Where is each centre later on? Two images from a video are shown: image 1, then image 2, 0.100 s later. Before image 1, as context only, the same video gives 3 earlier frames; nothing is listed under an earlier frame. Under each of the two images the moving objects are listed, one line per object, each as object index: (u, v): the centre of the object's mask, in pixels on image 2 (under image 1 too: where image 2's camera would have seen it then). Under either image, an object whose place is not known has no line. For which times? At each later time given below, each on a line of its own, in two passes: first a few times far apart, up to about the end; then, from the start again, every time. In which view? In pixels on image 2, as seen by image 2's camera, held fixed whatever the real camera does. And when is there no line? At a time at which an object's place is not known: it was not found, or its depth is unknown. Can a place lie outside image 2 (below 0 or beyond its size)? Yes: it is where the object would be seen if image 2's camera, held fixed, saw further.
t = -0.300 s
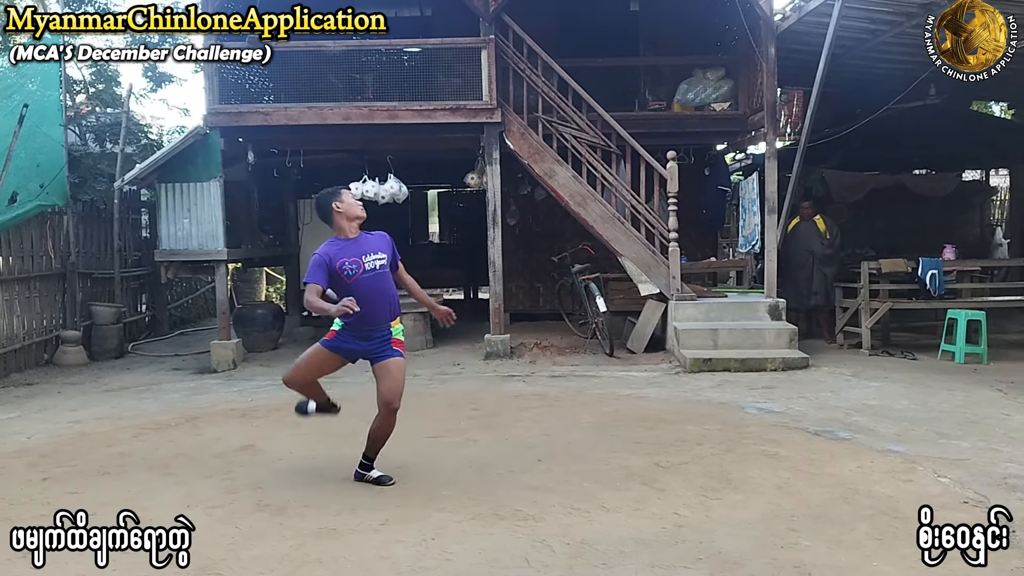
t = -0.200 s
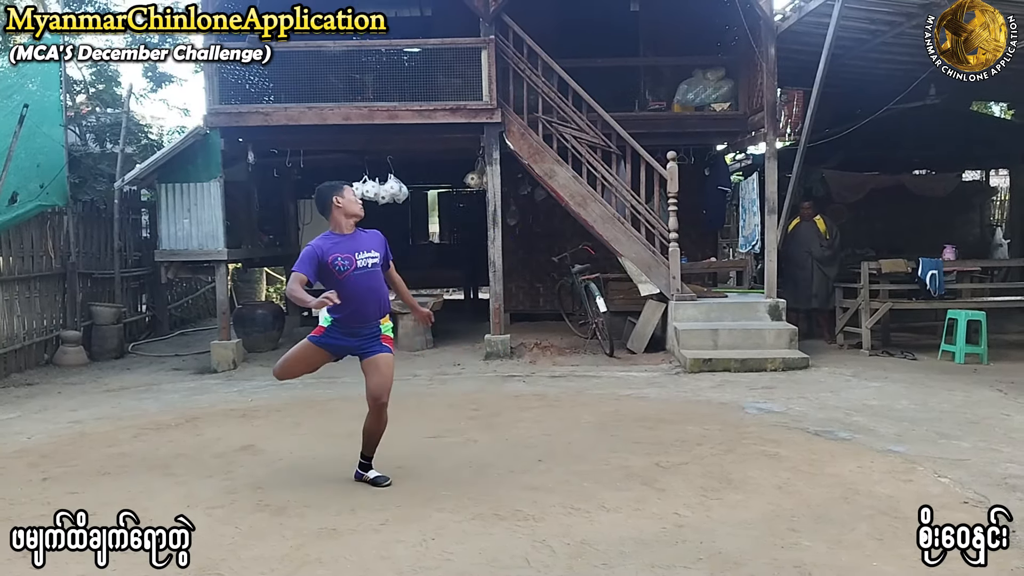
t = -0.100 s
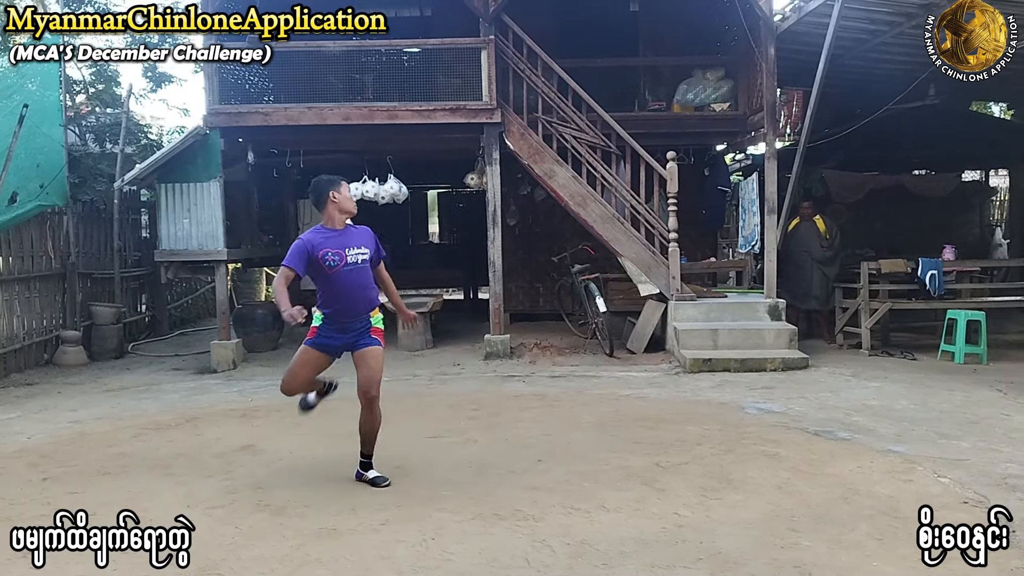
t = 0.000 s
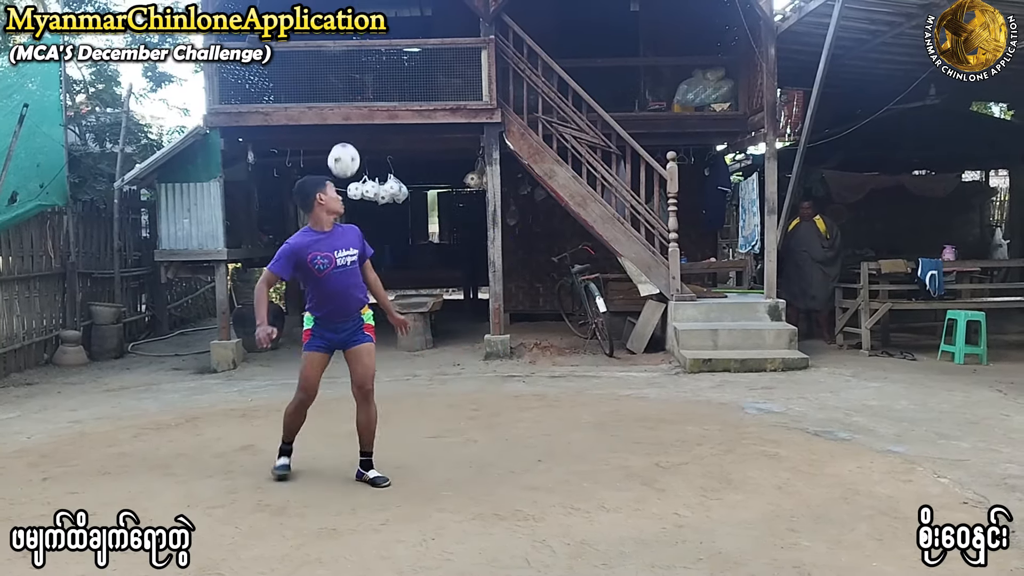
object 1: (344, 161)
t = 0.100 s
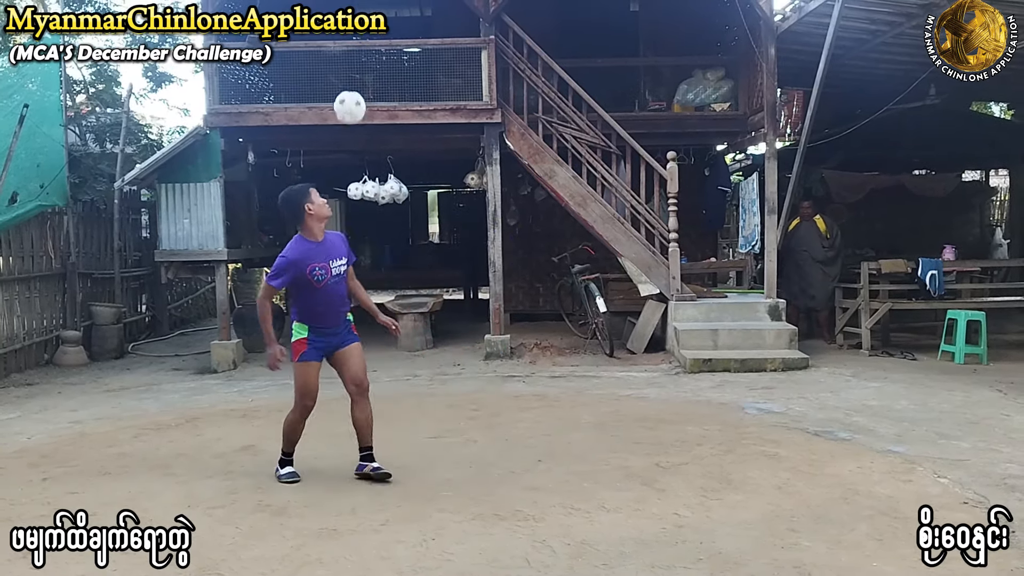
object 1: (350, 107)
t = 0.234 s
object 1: (358, 65)
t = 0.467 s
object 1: (377, 70)
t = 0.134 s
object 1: (352, 93)
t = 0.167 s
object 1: (354, 82)
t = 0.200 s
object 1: (356, 72)
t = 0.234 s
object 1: (358, 65)
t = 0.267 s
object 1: (361, 59)
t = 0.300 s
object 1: (363, 55)
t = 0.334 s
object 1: (366, 54)
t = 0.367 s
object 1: (369, 55)
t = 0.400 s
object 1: (371, 57)
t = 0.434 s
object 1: (374, 62)
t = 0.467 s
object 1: (377, 70)
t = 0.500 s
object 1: (380, 79)
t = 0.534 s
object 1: (383, 90)
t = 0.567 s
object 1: (385, 104)
